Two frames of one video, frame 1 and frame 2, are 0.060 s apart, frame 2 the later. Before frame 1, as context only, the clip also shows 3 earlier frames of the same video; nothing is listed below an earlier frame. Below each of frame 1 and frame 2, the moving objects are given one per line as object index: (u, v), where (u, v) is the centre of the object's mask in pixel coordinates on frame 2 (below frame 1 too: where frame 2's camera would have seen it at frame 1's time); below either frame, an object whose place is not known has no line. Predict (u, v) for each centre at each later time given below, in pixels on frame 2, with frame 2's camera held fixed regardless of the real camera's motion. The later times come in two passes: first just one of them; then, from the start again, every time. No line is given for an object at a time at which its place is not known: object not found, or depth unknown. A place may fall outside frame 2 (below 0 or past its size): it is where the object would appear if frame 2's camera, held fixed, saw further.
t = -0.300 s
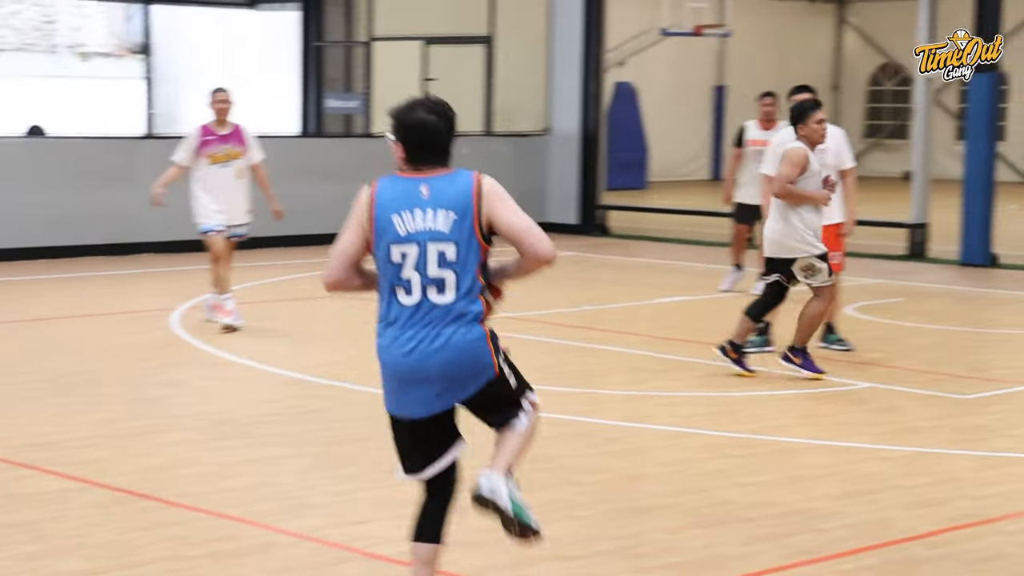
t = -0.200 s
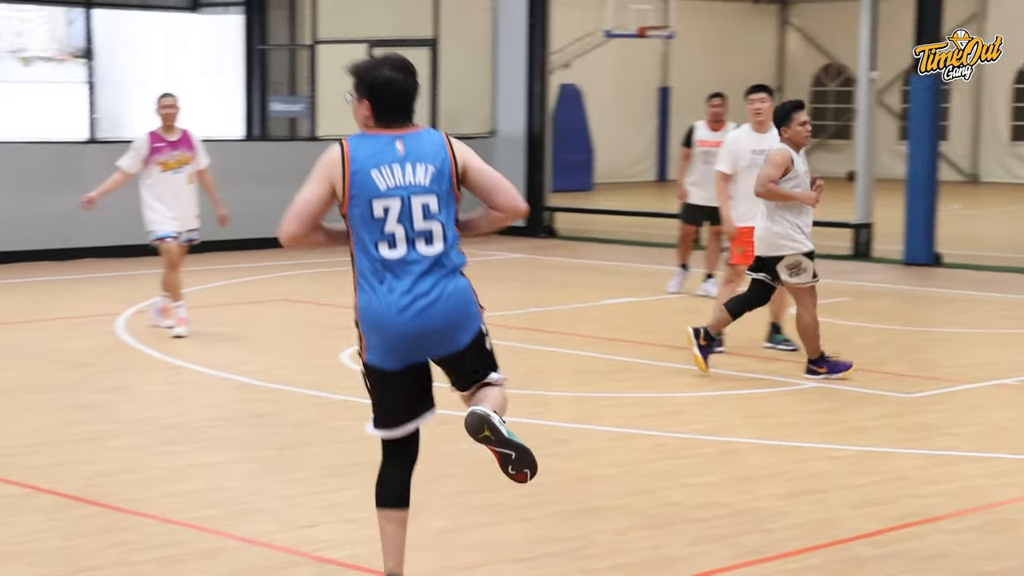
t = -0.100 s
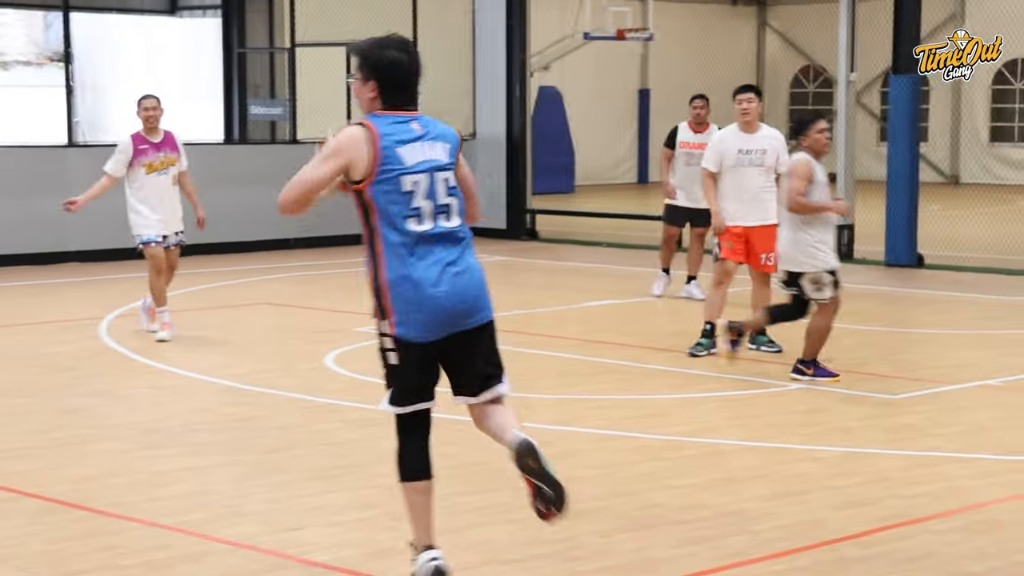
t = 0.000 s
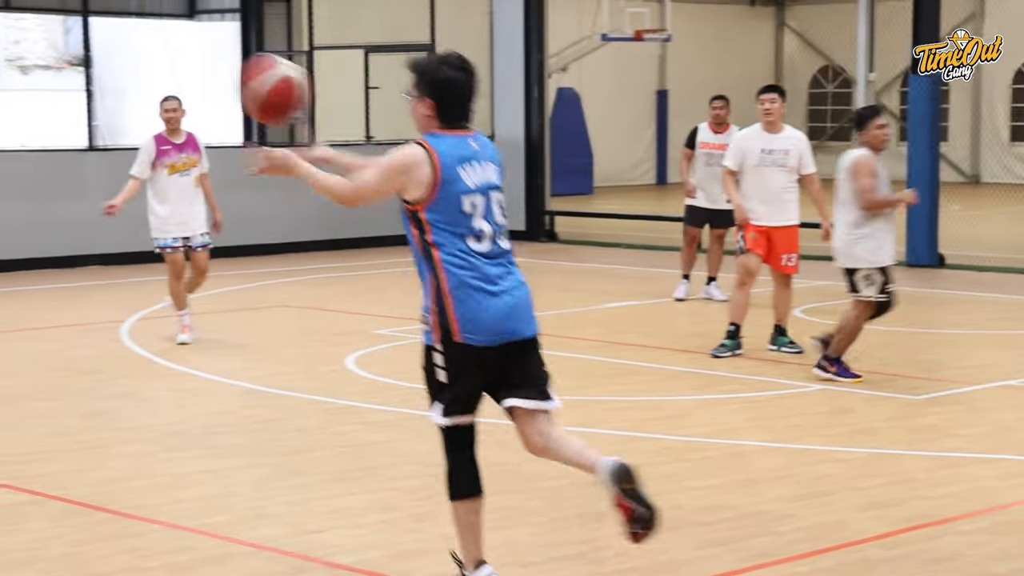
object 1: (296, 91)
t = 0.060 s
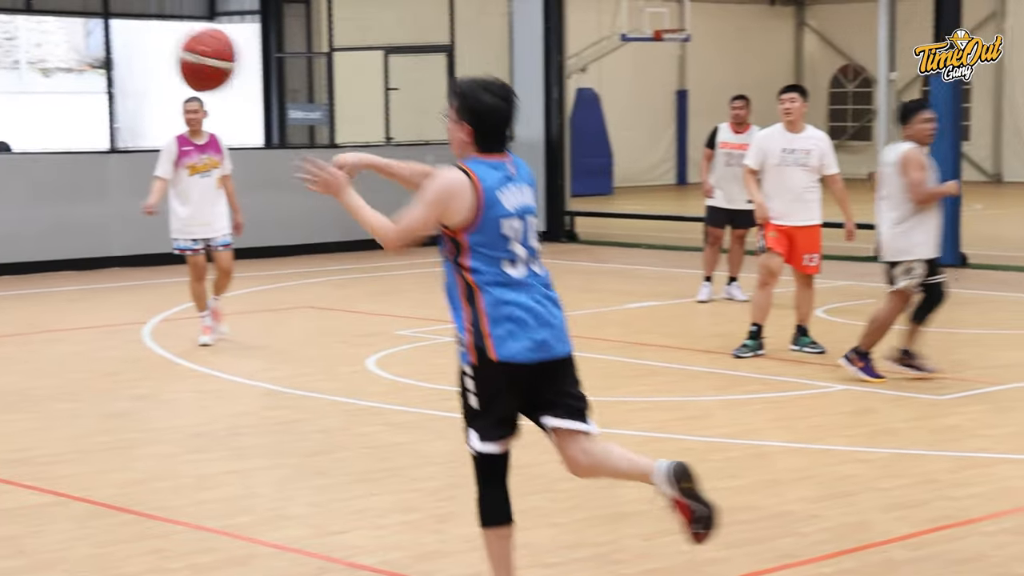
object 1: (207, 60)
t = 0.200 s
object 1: (27, 26)
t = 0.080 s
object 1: (179, 50)
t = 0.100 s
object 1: (151, 43)
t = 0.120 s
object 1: (125, 38)
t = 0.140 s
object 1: (101, 34)
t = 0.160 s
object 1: (76, 30)
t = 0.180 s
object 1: (52, 27)
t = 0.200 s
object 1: (27, 26)
